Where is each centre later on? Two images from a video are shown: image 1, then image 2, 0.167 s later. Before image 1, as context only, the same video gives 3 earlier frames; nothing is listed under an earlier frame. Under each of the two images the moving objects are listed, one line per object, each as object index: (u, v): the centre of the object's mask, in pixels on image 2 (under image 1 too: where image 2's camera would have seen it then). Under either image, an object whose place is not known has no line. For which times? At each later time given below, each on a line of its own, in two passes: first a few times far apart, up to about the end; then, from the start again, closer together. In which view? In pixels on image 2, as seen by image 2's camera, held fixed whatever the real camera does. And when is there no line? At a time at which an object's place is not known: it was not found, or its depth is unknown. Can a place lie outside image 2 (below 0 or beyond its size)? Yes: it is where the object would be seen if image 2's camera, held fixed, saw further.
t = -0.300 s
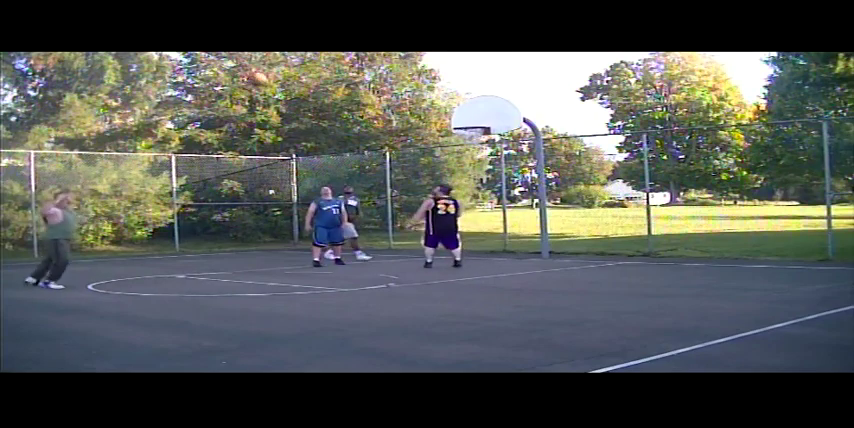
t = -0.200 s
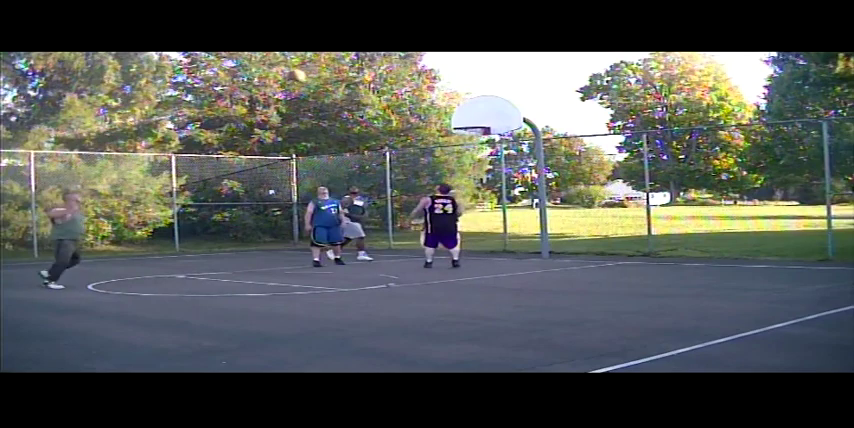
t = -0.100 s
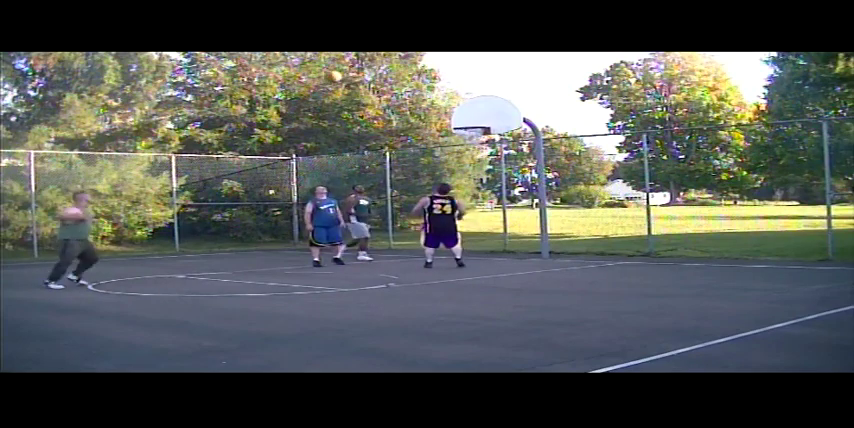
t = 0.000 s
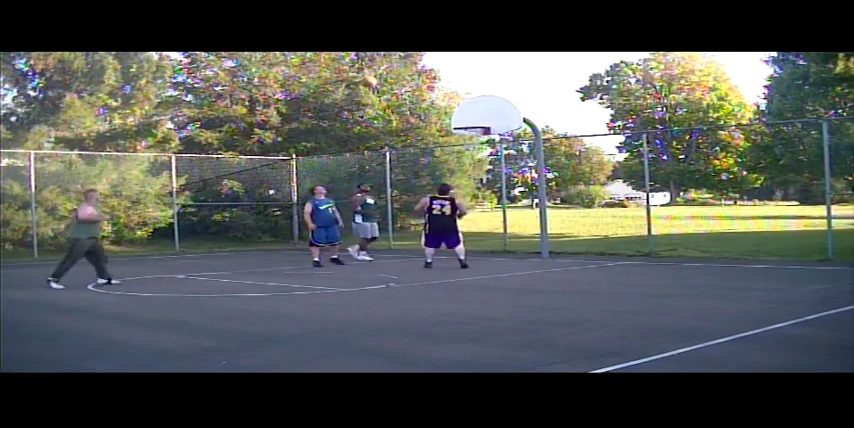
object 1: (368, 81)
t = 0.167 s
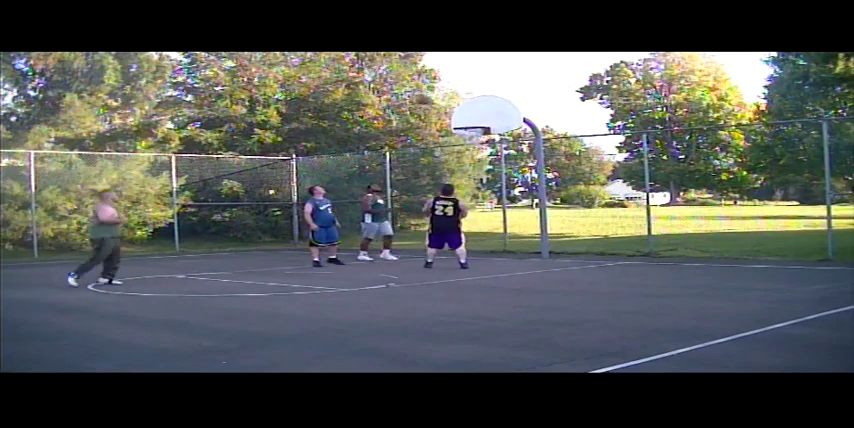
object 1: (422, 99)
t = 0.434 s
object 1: (482, 117)
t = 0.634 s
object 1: (506, 116)
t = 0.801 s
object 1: (527, 132)
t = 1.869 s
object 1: (707, 152)
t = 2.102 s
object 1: (755, 164)
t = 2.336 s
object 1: (806, 217)
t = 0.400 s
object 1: (478, 119)
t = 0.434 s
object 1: (482, 117)
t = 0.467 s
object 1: (486, 115)
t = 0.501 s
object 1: (489, 115)
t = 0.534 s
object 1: (493, 115)
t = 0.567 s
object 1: (497, 115)
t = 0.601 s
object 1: (501, 115)
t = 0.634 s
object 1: (506, 116)
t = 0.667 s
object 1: (510, 118)
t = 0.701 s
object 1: (514, 121)
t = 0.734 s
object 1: (519, 123)
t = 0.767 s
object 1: (524, 127)
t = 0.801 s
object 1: (527, 132)
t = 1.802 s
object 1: (694, 156)
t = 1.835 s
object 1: (699, 155)
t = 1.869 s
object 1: (707, 152)
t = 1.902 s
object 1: (713, 152)
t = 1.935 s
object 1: (719, 153)
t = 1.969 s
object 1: (726, 153)
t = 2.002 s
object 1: (732, 153)
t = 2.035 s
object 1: (741, 157)
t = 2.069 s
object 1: (747, 159)
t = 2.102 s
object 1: (755, 164)
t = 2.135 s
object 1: (760, 168)
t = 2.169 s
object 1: (769, 174)
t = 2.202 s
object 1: (777, 181)
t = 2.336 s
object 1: (806, 217)
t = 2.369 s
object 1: (814, 228)
